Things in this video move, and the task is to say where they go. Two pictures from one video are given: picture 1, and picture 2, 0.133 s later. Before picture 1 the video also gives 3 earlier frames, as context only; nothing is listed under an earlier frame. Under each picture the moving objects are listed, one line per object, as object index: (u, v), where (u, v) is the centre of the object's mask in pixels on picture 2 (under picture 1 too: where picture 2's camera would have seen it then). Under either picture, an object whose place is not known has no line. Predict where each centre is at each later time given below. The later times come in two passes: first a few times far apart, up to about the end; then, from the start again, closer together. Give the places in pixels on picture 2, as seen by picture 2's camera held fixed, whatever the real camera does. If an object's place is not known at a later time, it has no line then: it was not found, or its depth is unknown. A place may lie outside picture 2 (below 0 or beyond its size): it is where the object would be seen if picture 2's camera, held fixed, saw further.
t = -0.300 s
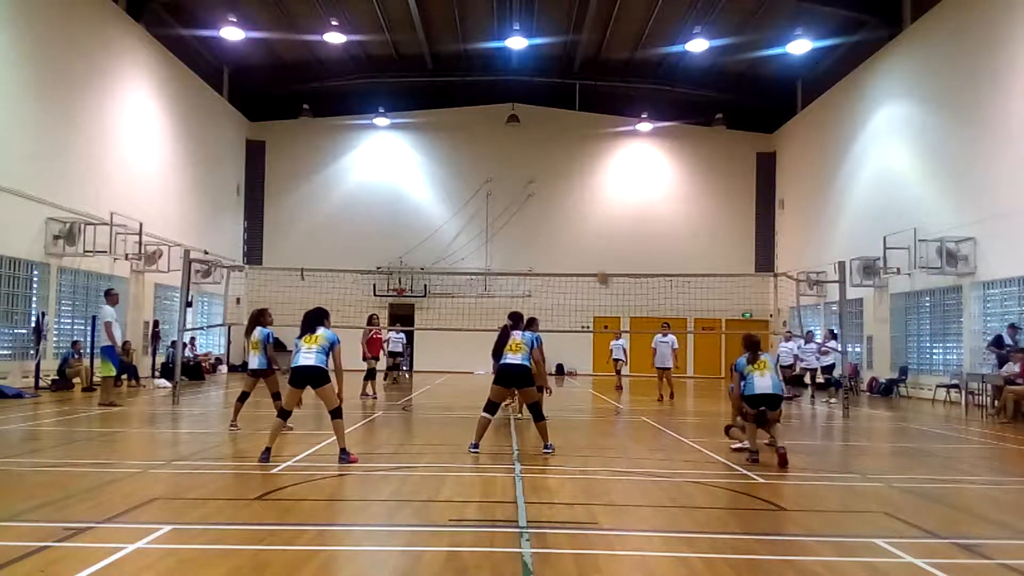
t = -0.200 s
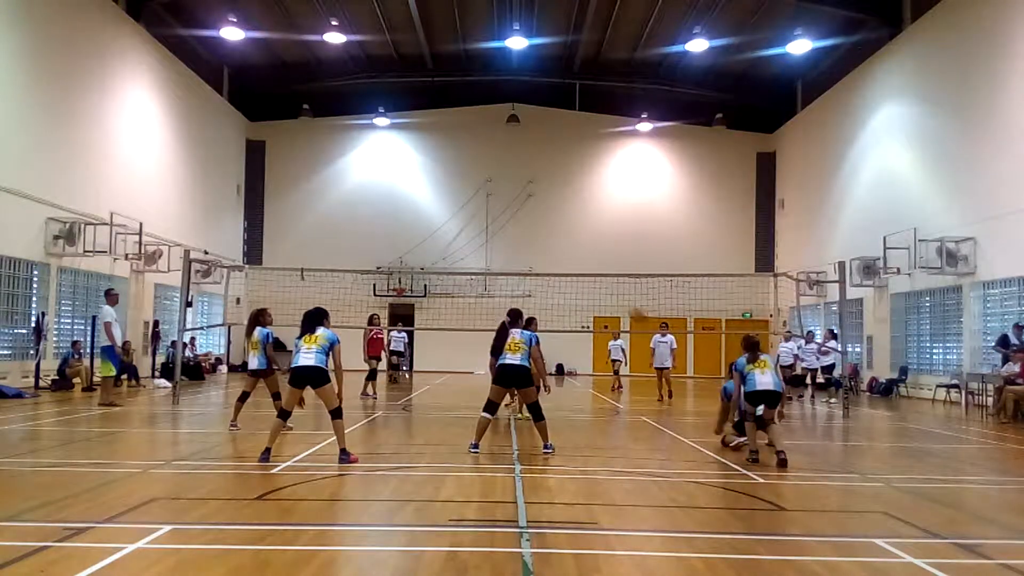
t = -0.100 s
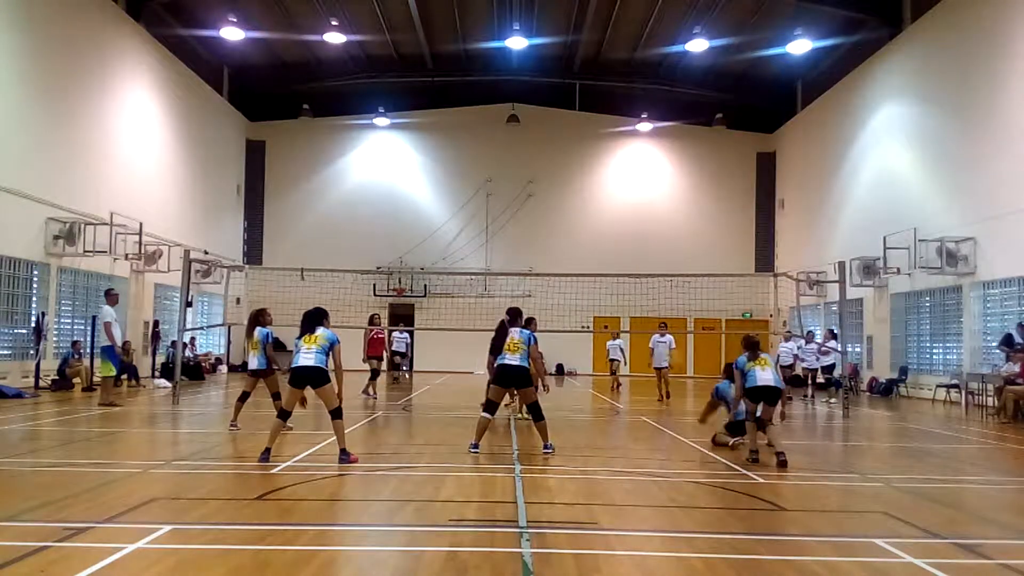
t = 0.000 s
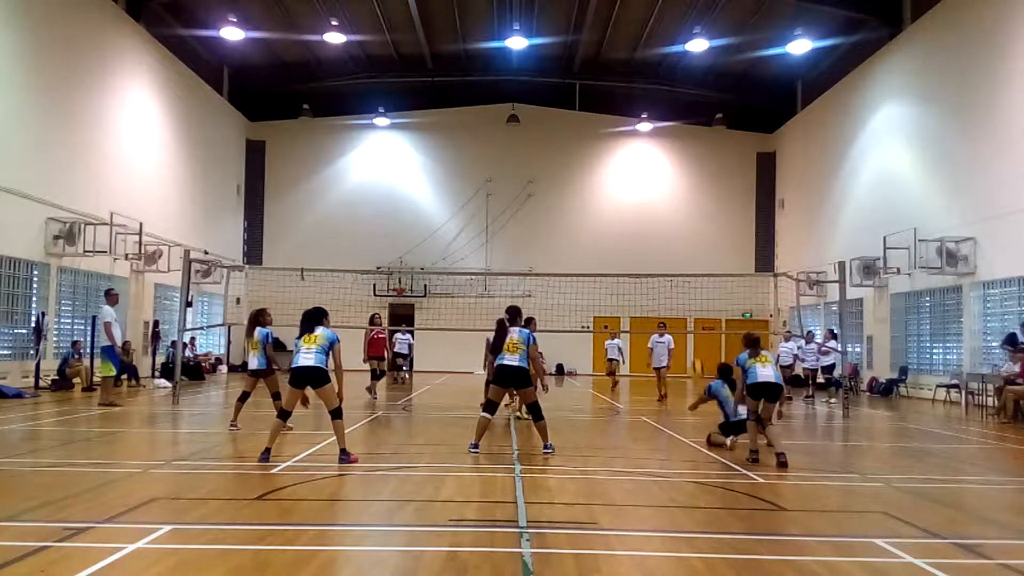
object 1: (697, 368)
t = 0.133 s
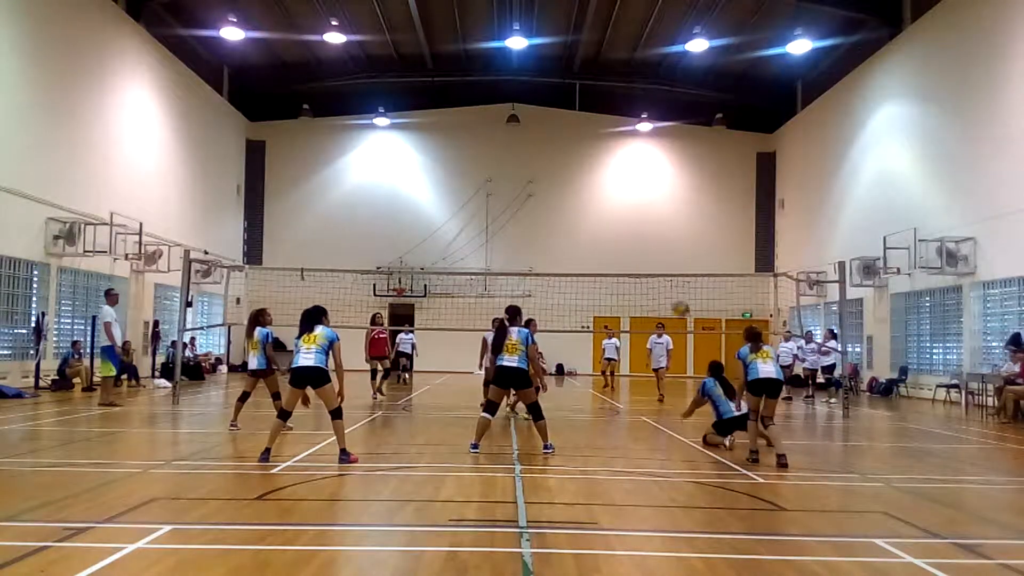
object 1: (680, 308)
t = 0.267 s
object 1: (665, 263)
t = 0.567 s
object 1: (634, 214)
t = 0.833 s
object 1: (607, 228)
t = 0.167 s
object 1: (676, 295)
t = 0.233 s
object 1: (669, 273)
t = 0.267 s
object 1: (665, 263)
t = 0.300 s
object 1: (661, 253)
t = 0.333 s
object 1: (658, 245)
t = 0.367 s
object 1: (654, 238)
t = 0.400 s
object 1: (651, 232)
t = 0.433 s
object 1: (647, 225)
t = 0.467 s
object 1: (644, 222)
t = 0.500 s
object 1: (640, 218)
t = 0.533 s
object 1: (637, 216)
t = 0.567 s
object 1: (634, 214)
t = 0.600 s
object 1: (630, 213)
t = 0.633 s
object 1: (627, 213)
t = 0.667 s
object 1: (623, 213)
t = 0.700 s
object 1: (620, 214)
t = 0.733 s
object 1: (617, 217)
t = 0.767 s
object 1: (613, 220)
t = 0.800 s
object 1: (610, 223)
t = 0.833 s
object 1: (607, 228)
